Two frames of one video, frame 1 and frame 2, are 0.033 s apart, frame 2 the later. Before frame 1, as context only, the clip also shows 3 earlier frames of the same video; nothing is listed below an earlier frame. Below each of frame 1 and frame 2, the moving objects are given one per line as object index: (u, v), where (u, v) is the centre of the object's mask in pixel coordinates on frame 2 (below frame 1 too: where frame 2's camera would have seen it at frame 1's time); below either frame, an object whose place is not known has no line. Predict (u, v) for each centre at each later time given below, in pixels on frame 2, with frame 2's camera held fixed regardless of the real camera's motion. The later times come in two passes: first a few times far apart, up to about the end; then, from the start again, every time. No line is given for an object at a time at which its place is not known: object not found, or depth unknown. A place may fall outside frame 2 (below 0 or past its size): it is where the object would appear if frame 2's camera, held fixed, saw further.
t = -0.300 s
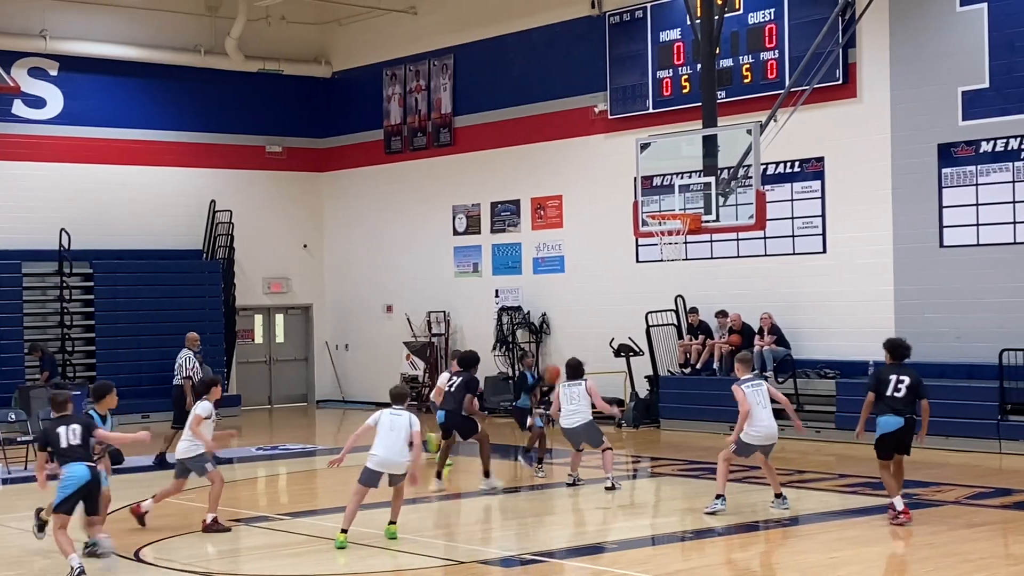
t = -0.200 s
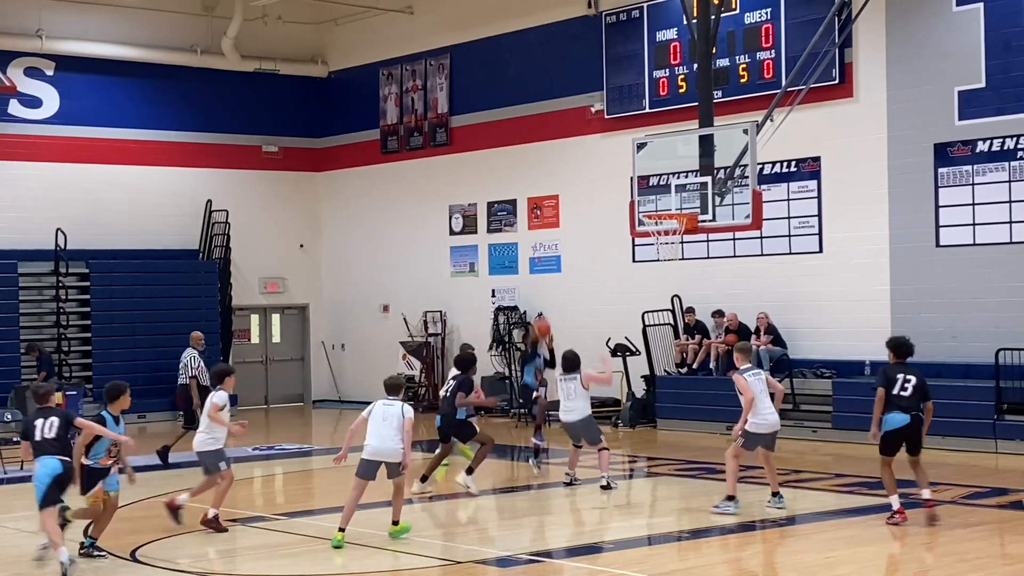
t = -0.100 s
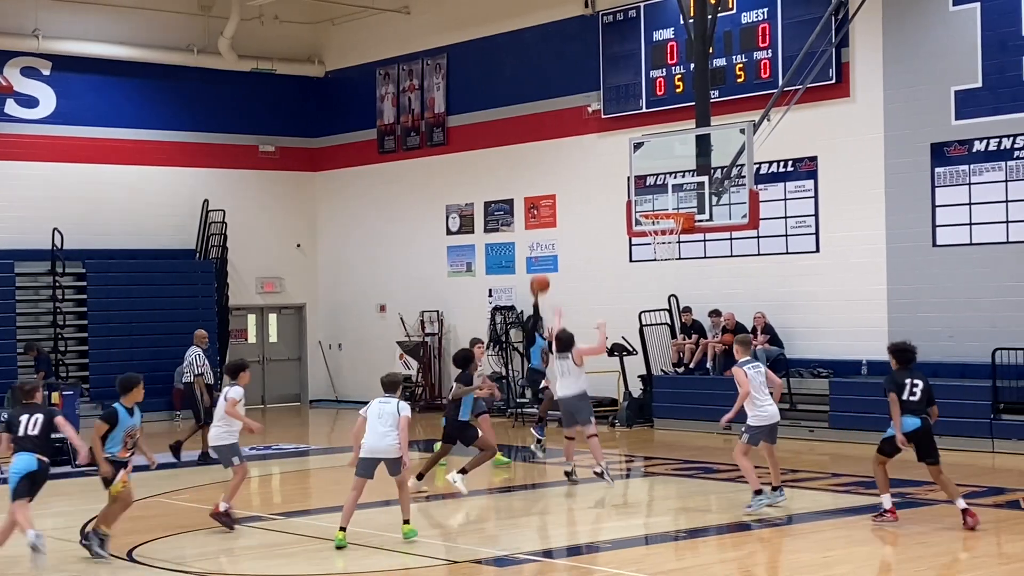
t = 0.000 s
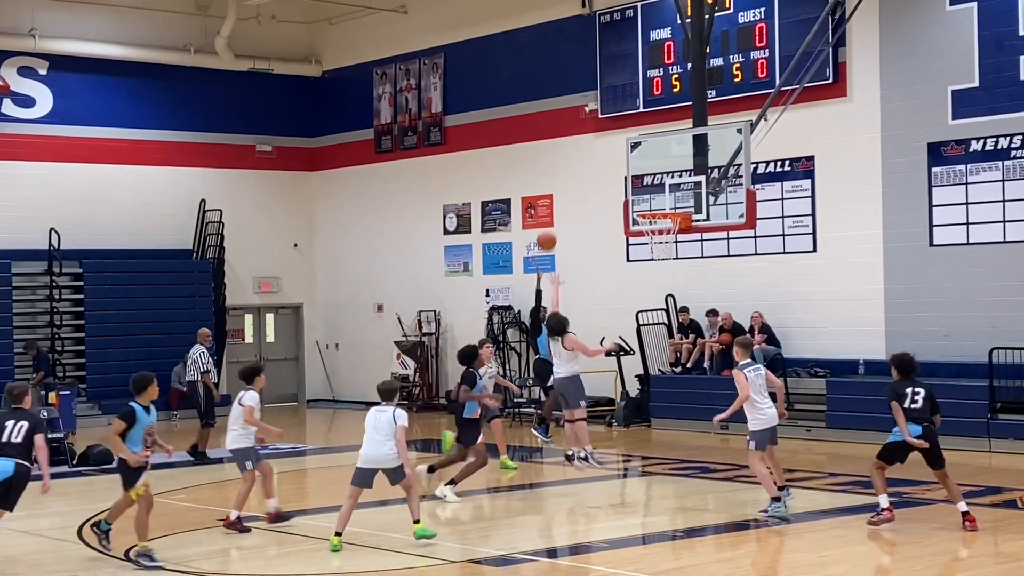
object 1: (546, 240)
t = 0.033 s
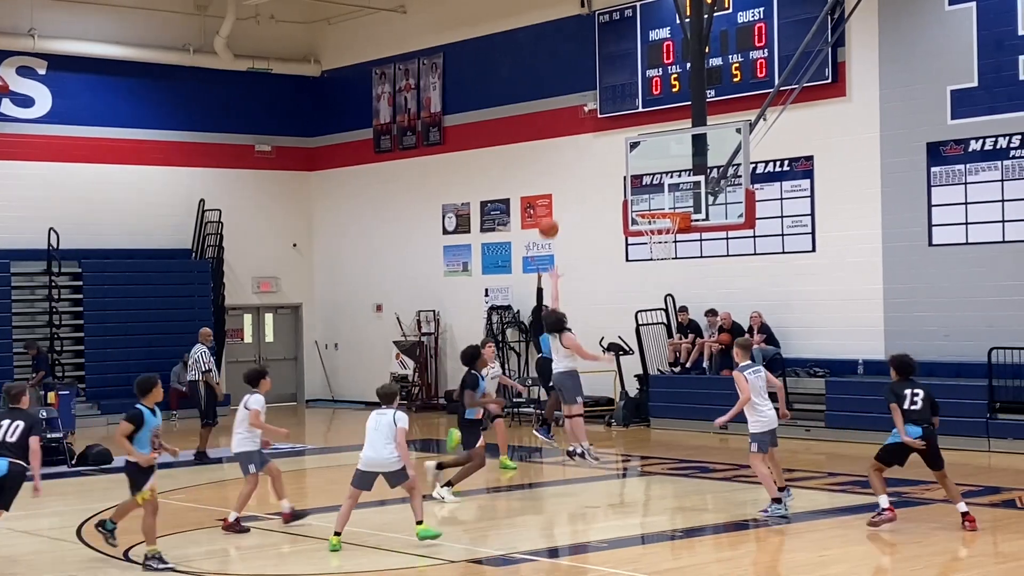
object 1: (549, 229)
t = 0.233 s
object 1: (567, 172)
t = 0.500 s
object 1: (595, 147)
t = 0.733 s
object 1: (622, 176)
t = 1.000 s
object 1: (623, 193)
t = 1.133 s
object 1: (613, 201)
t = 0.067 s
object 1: (553, 217)
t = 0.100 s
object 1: (556, 205)
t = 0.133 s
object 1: (558, 196)
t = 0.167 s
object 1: (561, 187)
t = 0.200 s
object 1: (564, 179)
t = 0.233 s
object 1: (567, 172)
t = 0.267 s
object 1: (571, 166)
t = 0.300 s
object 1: (574, 160)
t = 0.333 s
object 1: (578, 156)
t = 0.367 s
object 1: (581, 152)
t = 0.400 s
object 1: (584, 150)
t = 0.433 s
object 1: (588, 148)
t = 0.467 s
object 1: (592, 147)
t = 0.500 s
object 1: (595, 147)
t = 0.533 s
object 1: (599, 148)
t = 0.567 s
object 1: (603, 150)
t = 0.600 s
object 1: (606, 153)
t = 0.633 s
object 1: (610, 157)
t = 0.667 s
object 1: (614, 163)
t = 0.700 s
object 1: (618, 169)
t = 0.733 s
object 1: (622, 176)
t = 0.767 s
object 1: (626, 185)
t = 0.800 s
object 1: (630, 194)
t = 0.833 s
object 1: (634, 204)
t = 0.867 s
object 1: (632, 201)
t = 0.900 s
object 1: (630, 198)
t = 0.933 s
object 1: (627, 196)
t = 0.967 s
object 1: (625, 194)
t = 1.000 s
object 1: (623, 193)
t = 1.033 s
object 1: (620, 193)
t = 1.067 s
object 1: (618, 195)
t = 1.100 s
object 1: (615, 198)
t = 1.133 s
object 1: (613, 201)
